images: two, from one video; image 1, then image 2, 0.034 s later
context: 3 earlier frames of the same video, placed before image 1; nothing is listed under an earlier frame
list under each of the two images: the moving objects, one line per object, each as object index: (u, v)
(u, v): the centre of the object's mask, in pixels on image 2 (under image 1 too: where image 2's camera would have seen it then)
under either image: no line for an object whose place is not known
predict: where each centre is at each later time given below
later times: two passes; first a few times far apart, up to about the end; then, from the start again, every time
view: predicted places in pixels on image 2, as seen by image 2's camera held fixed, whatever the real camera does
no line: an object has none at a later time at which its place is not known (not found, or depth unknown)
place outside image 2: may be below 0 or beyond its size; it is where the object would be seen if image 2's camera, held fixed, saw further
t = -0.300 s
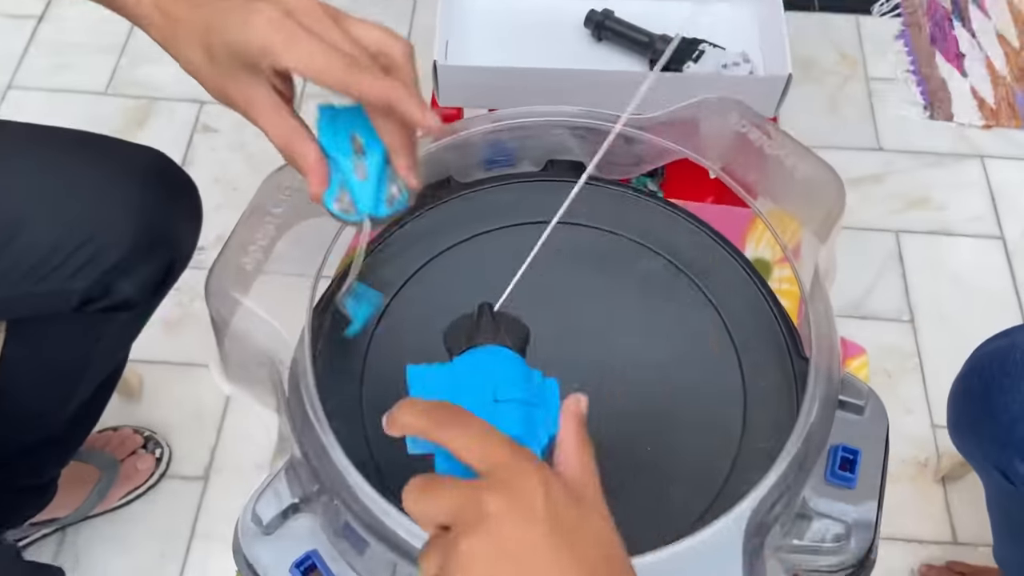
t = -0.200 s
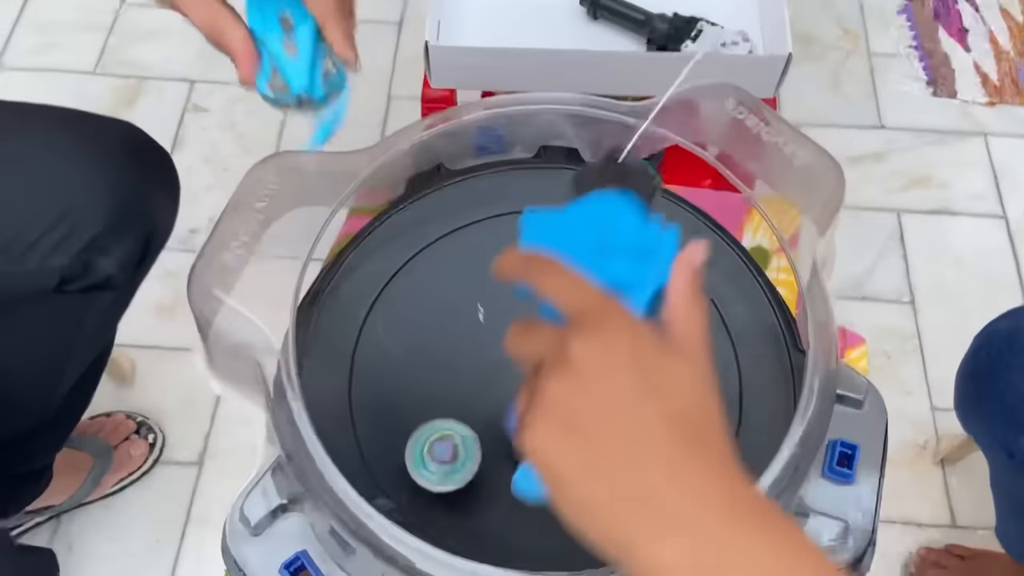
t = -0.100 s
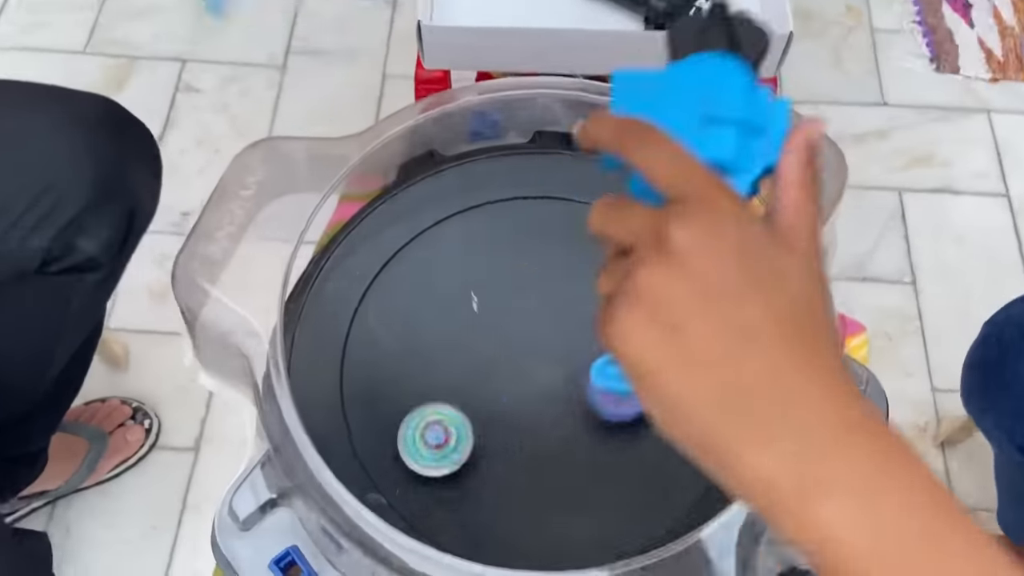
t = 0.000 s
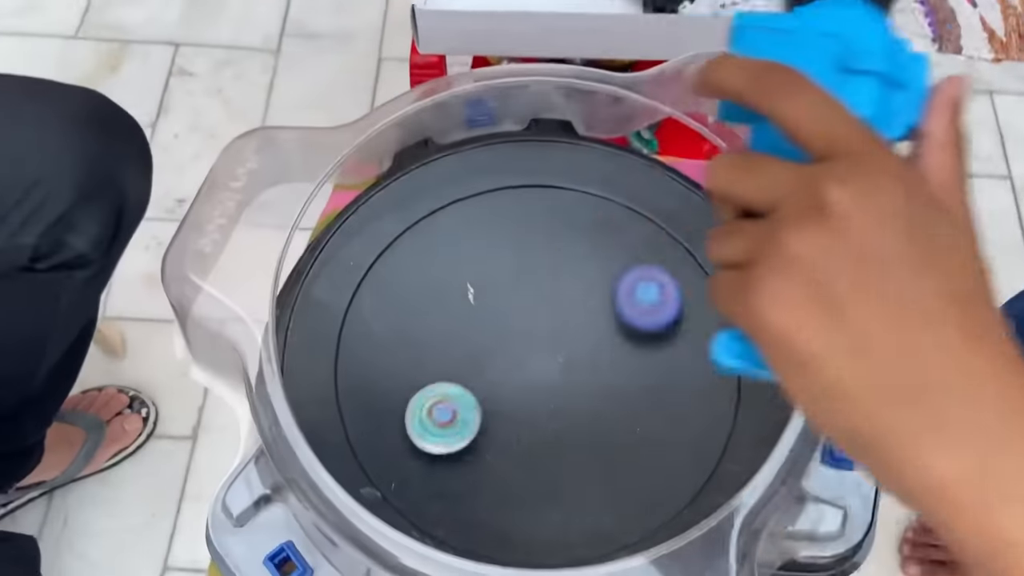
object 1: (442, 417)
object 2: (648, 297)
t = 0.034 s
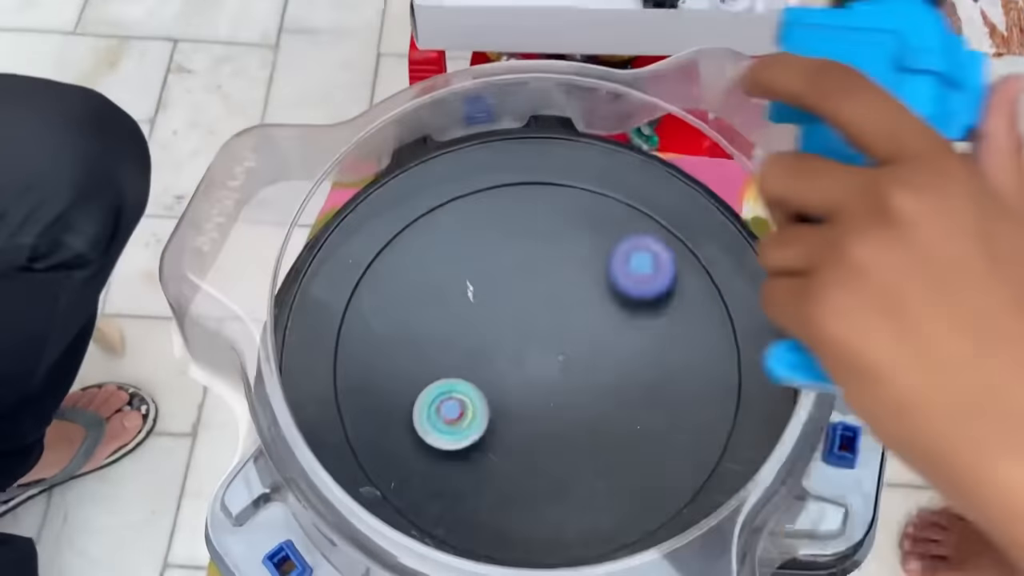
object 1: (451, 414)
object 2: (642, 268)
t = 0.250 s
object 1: (510, 413)
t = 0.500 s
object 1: (550, 380)
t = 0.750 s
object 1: (544, 343)
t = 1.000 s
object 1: (514, 330)
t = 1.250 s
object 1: (494, 357)
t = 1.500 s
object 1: (514, 393)
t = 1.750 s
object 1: (552, 400)
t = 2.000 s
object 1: (569, 373)
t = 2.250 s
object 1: (530, 360)
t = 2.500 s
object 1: (497, 379)
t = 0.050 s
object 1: (456, 414)
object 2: (636, 255)
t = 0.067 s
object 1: (461, 413)
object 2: (627, 242)
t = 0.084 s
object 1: (466, 413)
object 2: (618, 231)
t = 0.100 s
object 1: (471, 414)
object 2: (608, 218)
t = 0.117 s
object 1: (476, 414)
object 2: (596, 206)
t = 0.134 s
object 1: (480, 414)
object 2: (584, 196)
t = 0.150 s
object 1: (485, 415)
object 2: (571, 186)
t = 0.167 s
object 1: (489, 415)
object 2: (557, 179)
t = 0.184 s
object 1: (493, 416)
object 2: (537, 182)
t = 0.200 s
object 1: (497, 415)
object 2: (518, 188)
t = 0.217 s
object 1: (502, 415)
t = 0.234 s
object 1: (506, 414)
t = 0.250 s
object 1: (510, 413)
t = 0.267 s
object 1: (514, 412)
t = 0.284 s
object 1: (518, 410)
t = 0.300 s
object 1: (522, 408)
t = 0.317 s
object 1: (525, 407)
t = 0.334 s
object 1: (529, 405)
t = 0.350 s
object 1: (532, 403)
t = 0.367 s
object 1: (535, 400)
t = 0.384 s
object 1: (537, 398)
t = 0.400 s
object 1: (540, 395)
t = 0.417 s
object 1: (542, 392)
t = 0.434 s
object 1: (544, 390)
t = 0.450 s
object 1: (546, 387)
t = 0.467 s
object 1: (547, 384)
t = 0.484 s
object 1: (549, 382)
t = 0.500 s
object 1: (550, 380)
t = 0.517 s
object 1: (550, 377)
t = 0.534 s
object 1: (551, 374)
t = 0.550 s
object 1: (552, 371)
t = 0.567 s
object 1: (552, 369)
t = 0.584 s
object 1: (552, 366)
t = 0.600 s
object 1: (552, 363)
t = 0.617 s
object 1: (552, 361)
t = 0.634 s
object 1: (551, 359)
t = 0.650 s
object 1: (551, 356)
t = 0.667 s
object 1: (550, 354)
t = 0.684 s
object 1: (549, 352)
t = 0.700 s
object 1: (548, 349)
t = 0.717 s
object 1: (546, 347)
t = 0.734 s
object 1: (545, 345)
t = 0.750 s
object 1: (544, 343)
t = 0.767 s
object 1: (542, 341)
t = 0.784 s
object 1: (540, 339)
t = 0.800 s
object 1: (538, 338)
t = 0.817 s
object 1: (537, 336)
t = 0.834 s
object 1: (535, 334)
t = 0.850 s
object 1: (533, 333)
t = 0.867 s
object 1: (531, 332)
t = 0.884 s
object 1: (529, 331)
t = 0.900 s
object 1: (527, 330)
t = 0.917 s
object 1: (525, 330)
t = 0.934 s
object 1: (523, 329)
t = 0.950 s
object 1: (520, 329)
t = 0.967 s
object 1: (518, 329)
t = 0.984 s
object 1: (516, 329)
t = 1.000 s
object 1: (514, 330)
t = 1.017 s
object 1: (511, 330)
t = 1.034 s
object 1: (509, 331)
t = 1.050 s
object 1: (507, 332)
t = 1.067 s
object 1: (506, 333)
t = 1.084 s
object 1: (503, 334)
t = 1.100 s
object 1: (502, 336)
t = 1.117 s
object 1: (501, 338)
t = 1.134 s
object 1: (499, 340)
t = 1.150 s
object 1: (498, 342)
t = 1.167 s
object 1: (497, 344)
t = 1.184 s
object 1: (496, 346)
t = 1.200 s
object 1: (495, 349)
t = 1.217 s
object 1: (495, 351)
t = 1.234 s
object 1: (494, 354)
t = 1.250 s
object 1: (494, 357)
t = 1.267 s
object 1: (494, 359)
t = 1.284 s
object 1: (494, 363)
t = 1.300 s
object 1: (495, 366)
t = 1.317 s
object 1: (495, 369)
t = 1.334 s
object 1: (496, 372)
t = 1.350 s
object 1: (498, 374)
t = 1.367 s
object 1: (498, 377)
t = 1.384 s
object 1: (500, 379)
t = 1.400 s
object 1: (502, 381)
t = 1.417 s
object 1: (503, 383)
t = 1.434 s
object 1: (505, 385)
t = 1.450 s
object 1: (507, 387)
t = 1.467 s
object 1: (509, 389)
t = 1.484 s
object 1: (511, 391)
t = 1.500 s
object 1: (514, 393)
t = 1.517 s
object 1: (516, 394)
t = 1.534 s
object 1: (518, 396)
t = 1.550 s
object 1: (520, 397)
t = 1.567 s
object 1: (523, 399)
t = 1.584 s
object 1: (526, 400)
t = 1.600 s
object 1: (528, 400)
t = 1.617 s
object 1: (531, 401)
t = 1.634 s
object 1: (534, 402)
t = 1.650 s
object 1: (536, 402)
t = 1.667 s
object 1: (539, 402)
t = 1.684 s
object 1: (542, 402)
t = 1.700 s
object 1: (544, 402)
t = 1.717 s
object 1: (547, 402)
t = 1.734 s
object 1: (549, 401)
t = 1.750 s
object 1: (552, 400)
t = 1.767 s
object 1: (554, 399)
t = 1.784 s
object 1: (556, 398)
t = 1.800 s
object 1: (559, 397)
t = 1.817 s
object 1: (561, 395)
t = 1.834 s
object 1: (563, 394)
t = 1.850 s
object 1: (565, 392)
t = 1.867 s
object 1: (567, 390)
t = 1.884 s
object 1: (568, 388)
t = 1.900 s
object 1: (569, 386)
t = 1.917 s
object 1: (570, 384)
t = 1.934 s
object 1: (570, 382)
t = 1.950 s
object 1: (571, 379)
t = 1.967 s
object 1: (570, 377)
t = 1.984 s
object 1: (570, 375)
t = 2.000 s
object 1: (569, 373)
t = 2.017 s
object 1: (568, 371)
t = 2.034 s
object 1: (566, 369)
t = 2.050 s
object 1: (564, 367)
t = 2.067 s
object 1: (562, 365)
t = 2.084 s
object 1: (560, 363)
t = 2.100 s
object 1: (557, 362)
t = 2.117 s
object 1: (554, 362)
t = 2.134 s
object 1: (551, 361)
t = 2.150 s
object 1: (548, 360)
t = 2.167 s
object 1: (545, 359)
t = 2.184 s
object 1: (542, 359)
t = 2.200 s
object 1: (538, 359)
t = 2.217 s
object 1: (535, 359)
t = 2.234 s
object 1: (533, 359)
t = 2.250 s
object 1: (530, 360)
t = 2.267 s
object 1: (528, 360)
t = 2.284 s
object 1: (525, 361)
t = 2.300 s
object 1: (522, 362)
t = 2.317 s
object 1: (520, 362)
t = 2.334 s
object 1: (517, 363)
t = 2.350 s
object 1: (514, 365)
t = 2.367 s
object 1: (512, 366)
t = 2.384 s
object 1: (509, 367)
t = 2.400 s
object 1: (507, 369)
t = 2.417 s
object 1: (505, 370)
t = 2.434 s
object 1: (503, 372)
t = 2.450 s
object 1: (501, 374)
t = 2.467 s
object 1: (500, 376)
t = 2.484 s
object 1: (498, 377)
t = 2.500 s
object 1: (497, 379)
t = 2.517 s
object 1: (496, 381)
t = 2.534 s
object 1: (495, 383)
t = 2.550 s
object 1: (494, 385)
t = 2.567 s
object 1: (494, 388)
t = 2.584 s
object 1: (493, 389)
